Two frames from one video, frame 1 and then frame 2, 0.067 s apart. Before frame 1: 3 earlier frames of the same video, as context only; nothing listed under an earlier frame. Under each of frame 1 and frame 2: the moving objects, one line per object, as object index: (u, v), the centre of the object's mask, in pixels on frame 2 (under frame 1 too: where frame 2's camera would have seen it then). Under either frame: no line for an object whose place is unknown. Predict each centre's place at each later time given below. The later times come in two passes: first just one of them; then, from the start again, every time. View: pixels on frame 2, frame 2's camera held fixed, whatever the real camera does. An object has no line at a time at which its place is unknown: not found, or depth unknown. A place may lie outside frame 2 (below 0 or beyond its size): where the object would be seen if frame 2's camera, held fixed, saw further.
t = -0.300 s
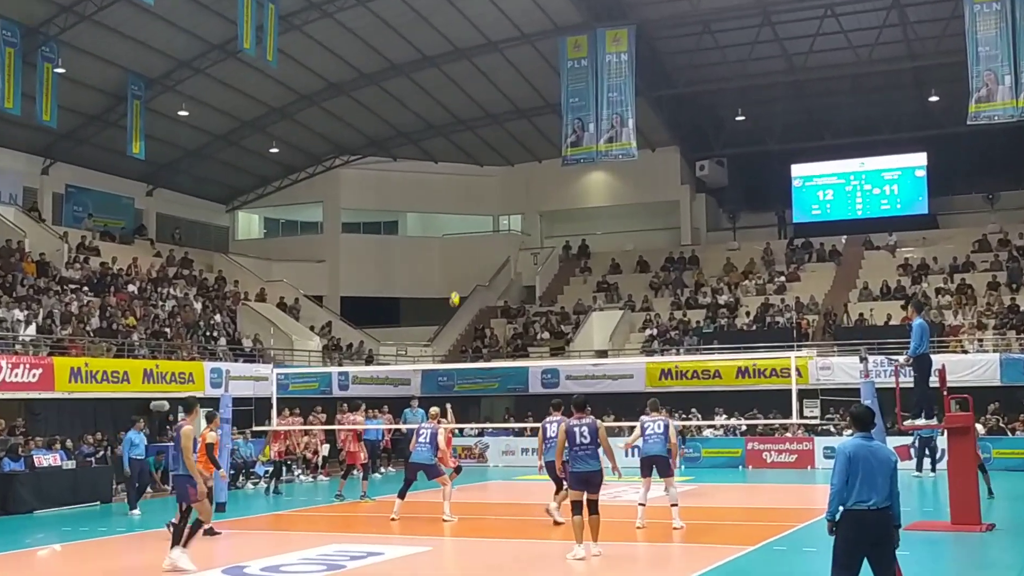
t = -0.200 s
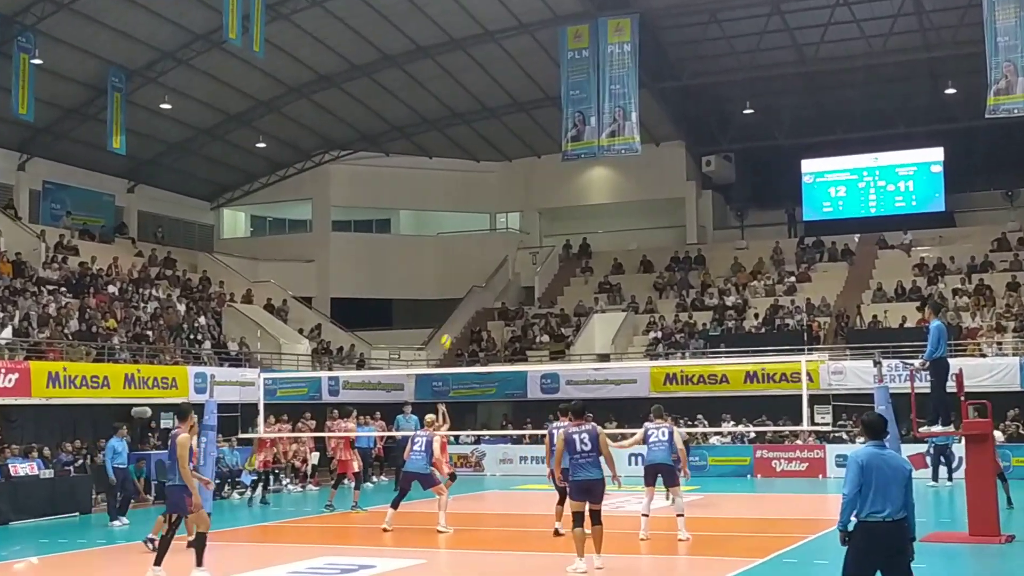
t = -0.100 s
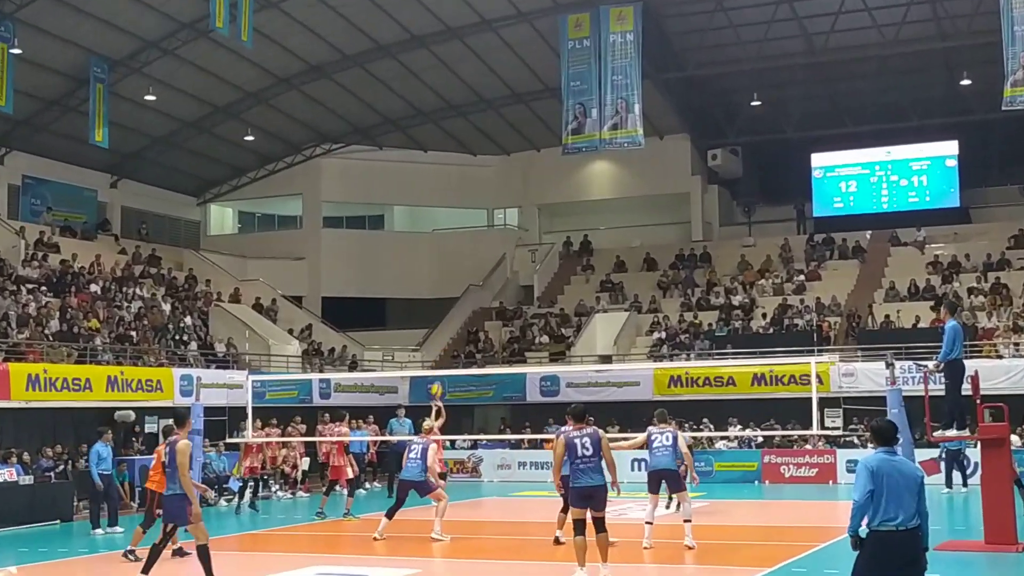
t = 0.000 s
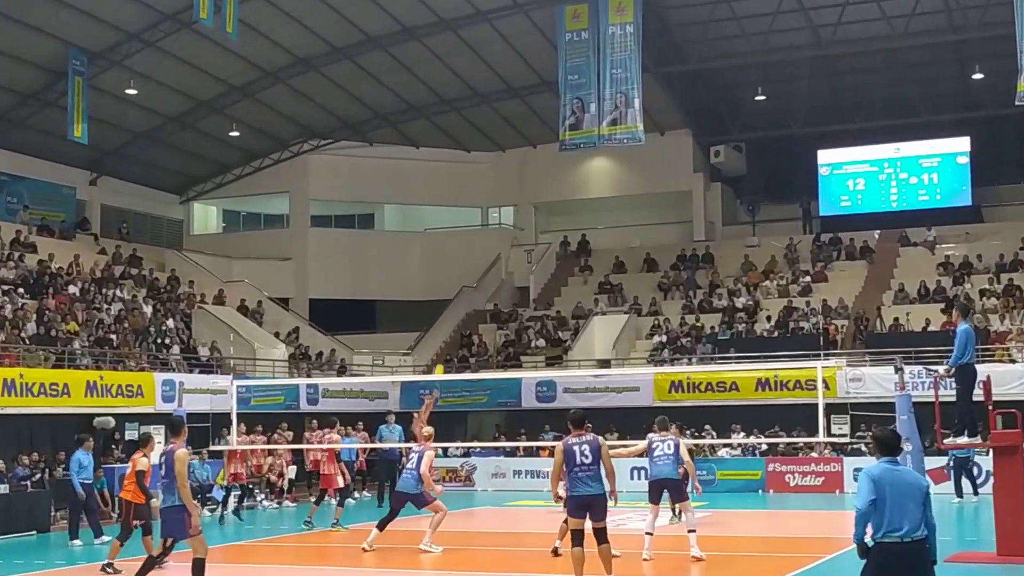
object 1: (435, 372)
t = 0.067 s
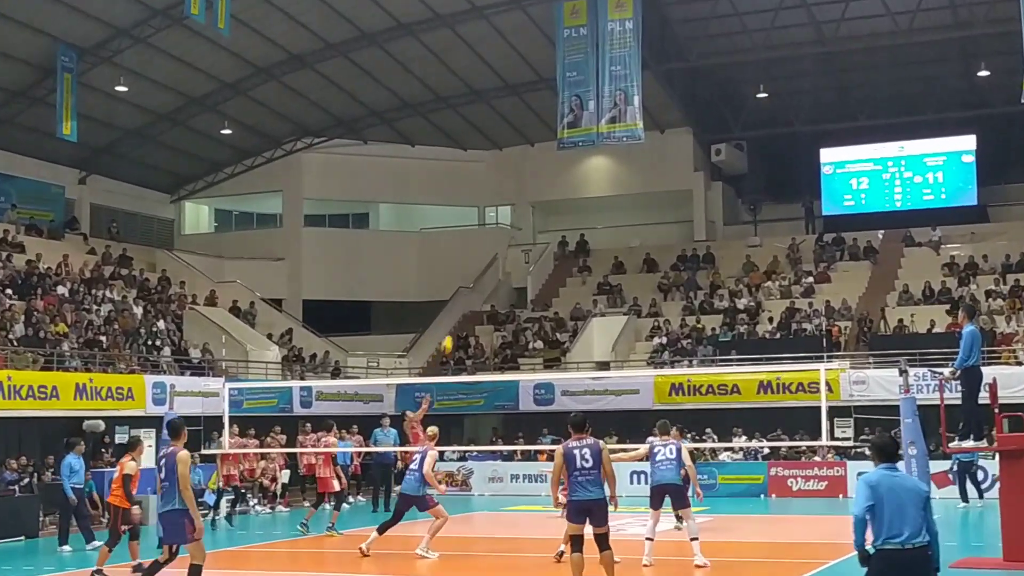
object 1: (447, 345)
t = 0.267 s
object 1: (488, 266)
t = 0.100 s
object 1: (454, 331)
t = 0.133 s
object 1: (461, 317)
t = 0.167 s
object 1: (467, 303)
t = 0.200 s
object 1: (474, 290)
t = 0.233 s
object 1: (480, 278)
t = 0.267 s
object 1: (488, 266)
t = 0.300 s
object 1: (494, 255)
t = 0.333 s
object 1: (502, 245)
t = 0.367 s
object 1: (508, 235)
